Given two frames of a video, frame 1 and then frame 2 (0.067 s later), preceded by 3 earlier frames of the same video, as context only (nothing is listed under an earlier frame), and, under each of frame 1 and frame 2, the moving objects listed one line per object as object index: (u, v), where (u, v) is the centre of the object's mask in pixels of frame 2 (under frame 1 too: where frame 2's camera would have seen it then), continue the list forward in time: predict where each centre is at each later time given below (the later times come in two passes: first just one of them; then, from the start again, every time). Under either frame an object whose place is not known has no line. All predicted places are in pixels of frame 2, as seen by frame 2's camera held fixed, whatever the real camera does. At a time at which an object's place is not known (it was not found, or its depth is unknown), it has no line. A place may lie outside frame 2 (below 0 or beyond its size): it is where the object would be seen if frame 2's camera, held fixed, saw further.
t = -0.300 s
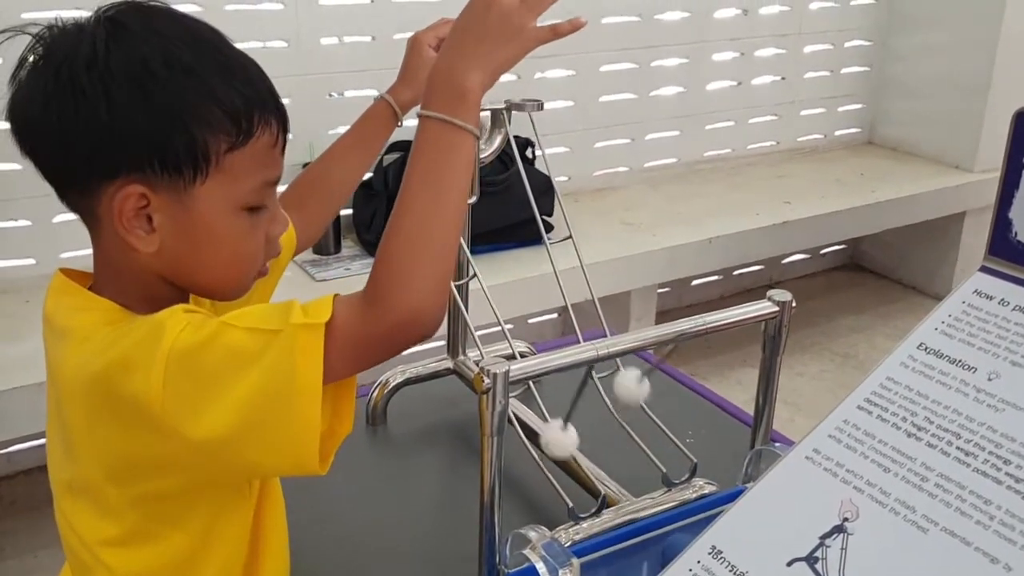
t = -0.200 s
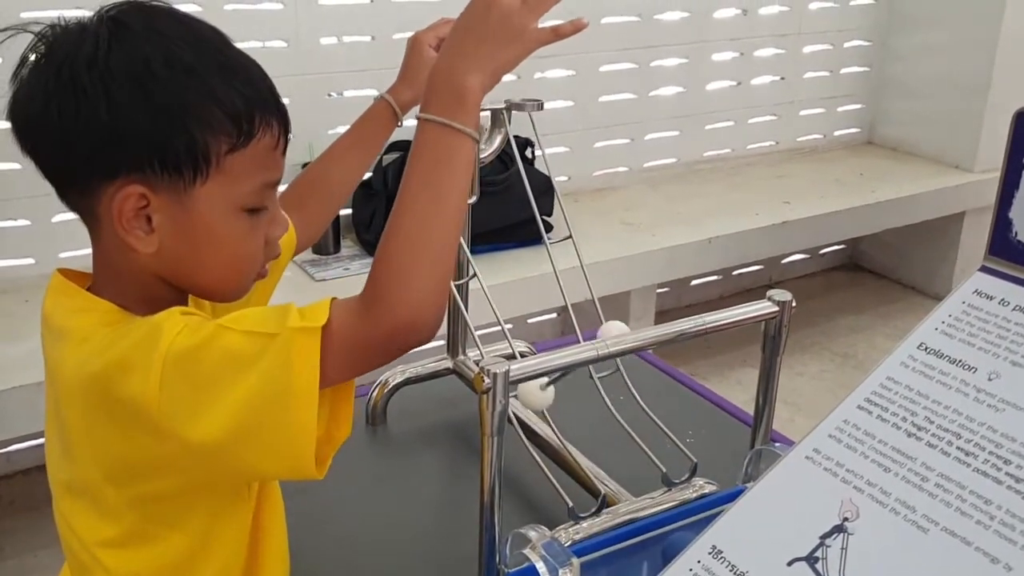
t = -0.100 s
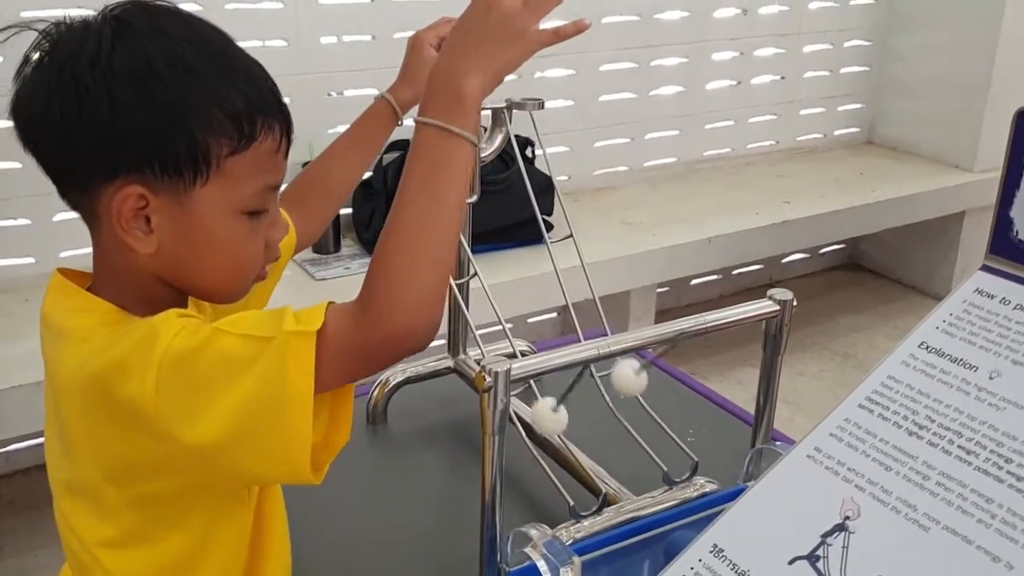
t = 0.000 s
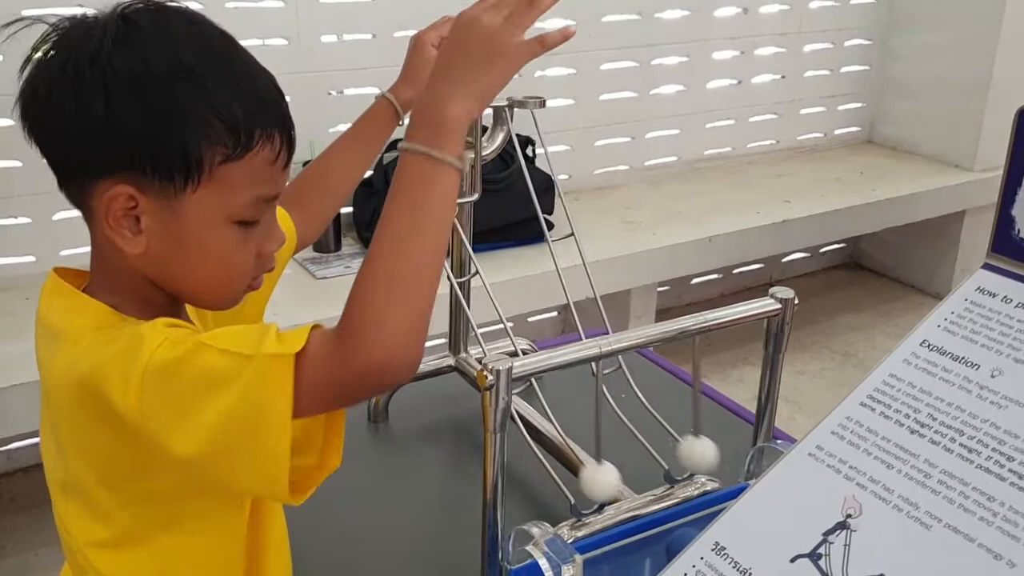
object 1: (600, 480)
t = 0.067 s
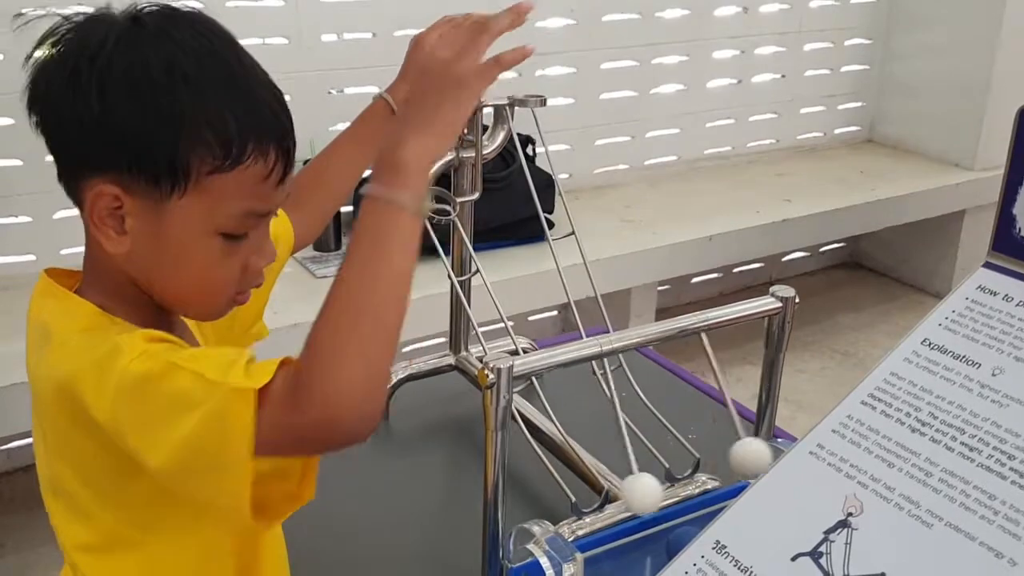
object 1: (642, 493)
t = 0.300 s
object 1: (622, 489)
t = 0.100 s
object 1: (655, 491)
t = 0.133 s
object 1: (663, 488)
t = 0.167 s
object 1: (665, 487)
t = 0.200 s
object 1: (663, 488)
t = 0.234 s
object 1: (654, 491)
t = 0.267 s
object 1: (641, 493)
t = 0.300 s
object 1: (622, 489)
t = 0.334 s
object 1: (602, 478)
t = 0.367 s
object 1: (582, 460)
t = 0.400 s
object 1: (566, 439)
